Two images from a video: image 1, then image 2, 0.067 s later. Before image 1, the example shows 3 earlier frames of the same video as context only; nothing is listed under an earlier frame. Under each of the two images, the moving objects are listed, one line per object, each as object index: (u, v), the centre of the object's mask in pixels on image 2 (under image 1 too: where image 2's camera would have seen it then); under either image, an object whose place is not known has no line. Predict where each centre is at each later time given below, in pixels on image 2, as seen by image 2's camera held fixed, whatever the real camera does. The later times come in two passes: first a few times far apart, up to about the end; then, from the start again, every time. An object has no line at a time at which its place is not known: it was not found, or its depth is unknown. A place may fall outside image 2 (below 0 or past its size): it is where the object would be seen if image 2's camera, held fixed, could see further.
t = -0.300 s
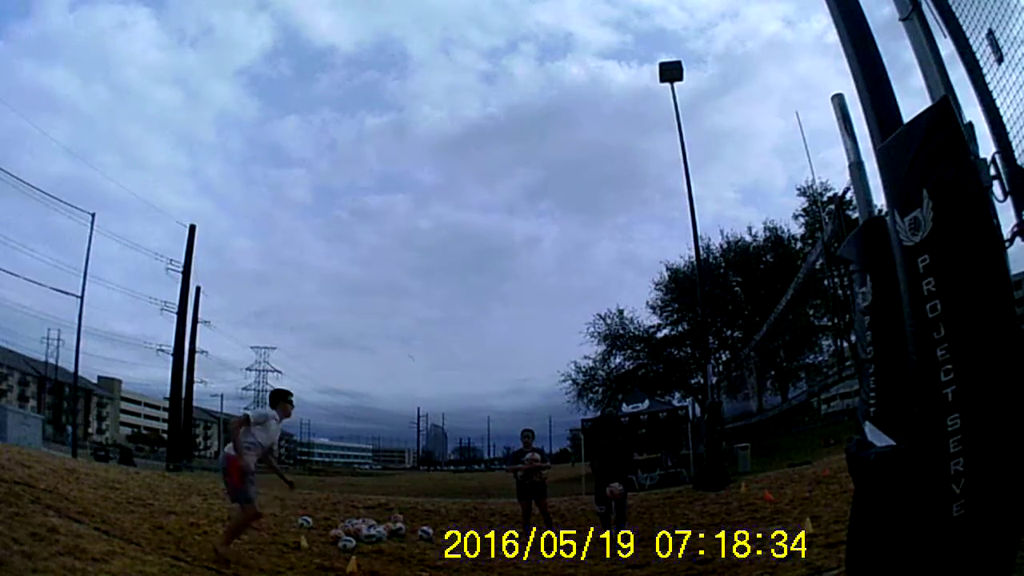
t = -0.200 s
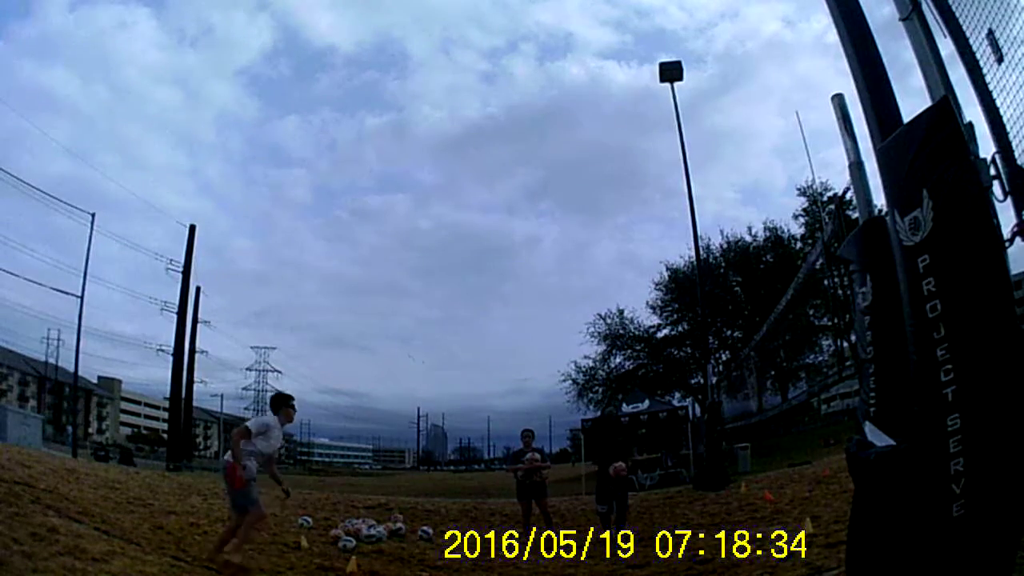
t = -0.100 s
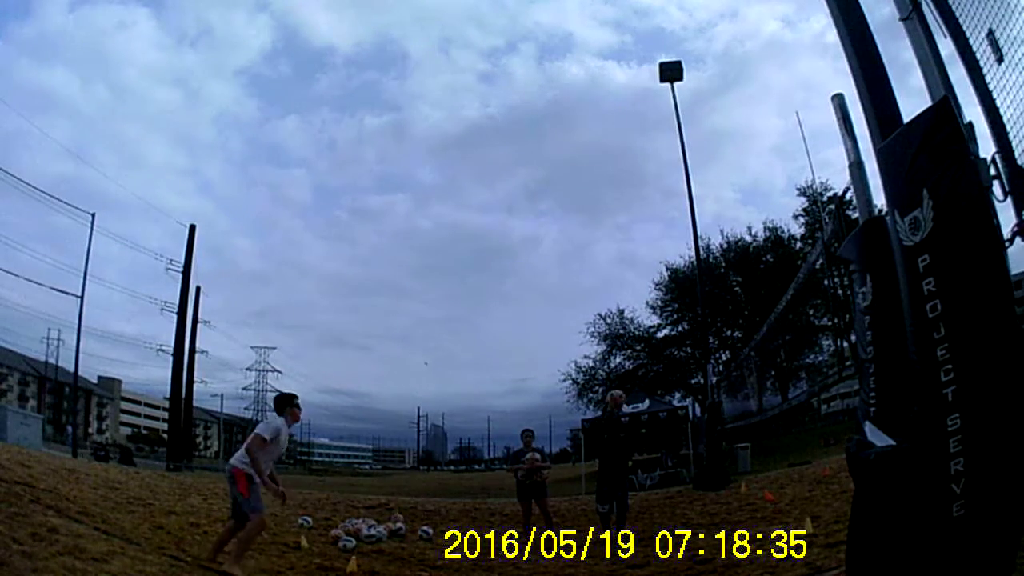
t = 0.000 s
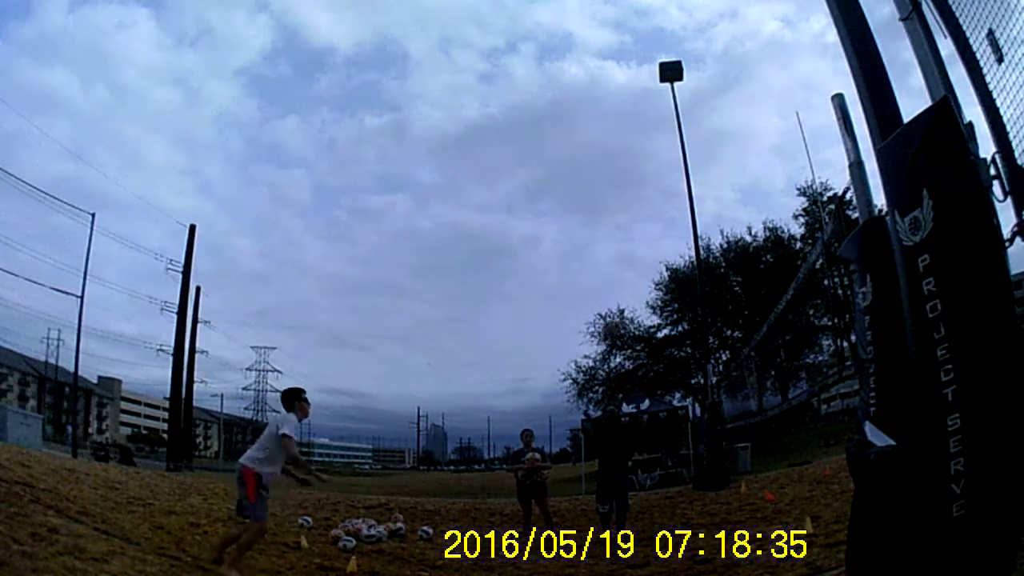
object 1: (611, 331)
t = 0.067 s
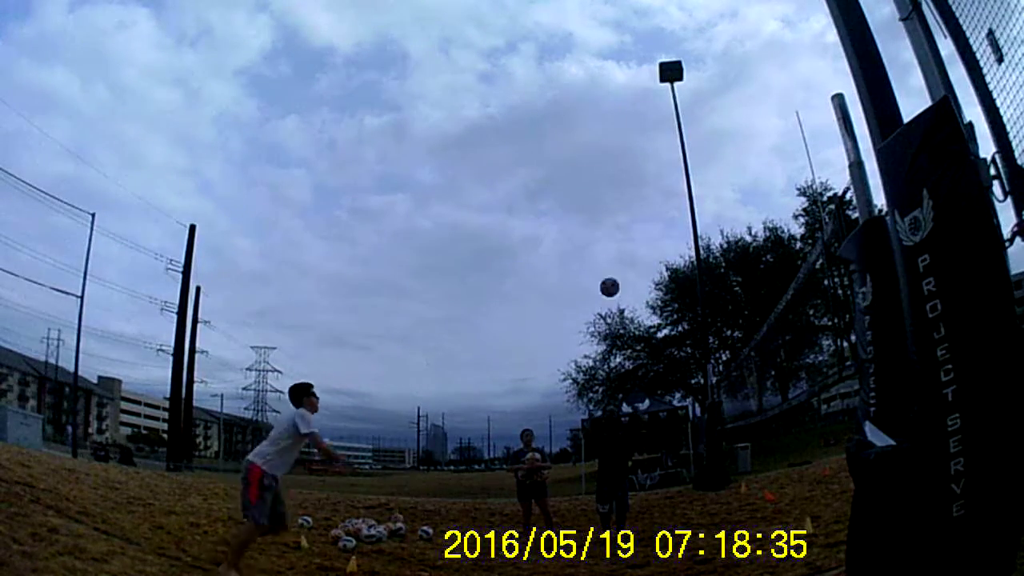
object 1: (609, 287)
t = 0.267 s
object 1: (602, 185)
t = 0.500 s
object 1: (597, 114)
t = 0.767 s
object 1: (600, 88)
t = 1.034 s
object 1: (614, 128)
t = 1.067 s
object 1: (617, 138)
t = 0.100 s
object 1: (608, 268)
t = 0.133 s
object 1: (606, 249)
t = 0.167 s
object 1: (605, 231)
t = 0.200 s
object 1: (604, 215)
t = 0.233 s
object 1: (603, 199)
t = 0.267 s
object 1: (602, 185)
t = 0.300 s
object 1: (601, 172)
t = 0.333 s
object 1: (600, 160)
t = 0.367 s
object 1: (599, 148)
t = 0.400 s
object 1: (599, 138)
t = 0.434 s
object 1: (598, 129)
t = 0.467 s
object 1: (598, 121)
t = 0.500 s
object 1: (597, 114)
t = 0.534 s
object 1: (597, 107)
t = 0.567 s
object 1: (597, 102)
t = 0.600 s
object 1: (597, 97)
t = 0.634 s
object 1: (597, 94)
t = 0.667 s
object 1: (598, 91)
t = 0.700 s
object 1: (598, 89)
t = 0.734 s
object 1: (599, 88)
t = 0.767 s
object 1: (600, 88)
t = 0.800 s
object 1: (601, 89)
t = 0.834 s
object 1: (602, 91)
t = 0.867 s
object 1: (604, 94)
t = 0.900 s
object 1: (606, 99)
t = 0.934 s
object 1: (608, 104)
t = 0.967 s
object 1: (610, 111)
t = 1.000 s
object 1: (612, 119)
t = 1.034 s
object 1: (614, 128)
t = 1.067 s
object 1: (617, 138)
